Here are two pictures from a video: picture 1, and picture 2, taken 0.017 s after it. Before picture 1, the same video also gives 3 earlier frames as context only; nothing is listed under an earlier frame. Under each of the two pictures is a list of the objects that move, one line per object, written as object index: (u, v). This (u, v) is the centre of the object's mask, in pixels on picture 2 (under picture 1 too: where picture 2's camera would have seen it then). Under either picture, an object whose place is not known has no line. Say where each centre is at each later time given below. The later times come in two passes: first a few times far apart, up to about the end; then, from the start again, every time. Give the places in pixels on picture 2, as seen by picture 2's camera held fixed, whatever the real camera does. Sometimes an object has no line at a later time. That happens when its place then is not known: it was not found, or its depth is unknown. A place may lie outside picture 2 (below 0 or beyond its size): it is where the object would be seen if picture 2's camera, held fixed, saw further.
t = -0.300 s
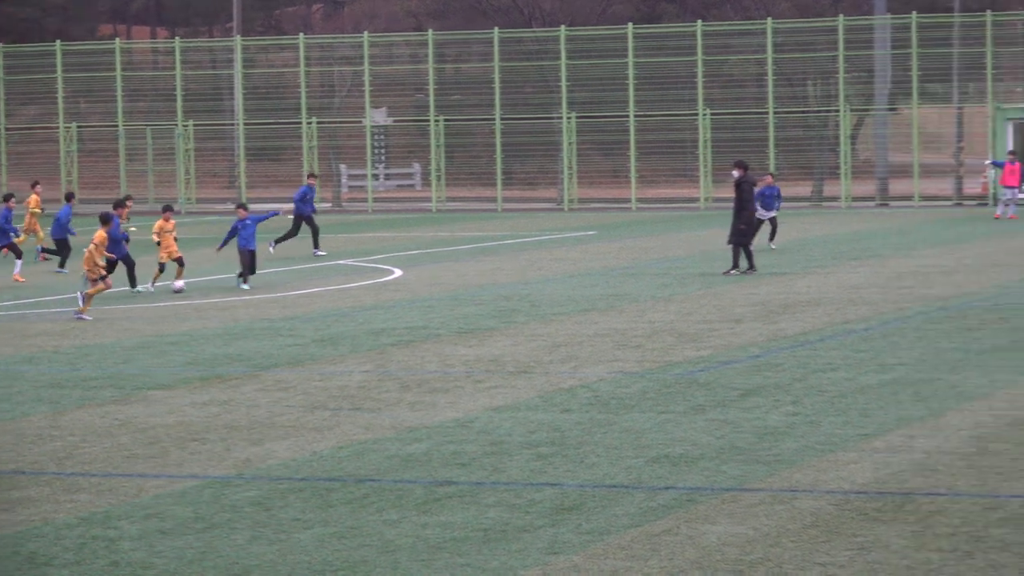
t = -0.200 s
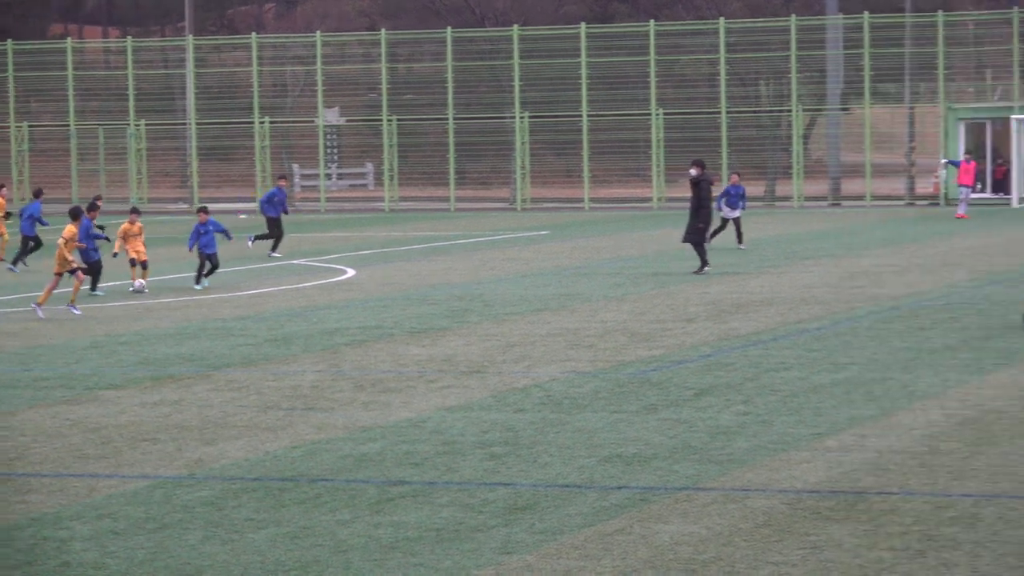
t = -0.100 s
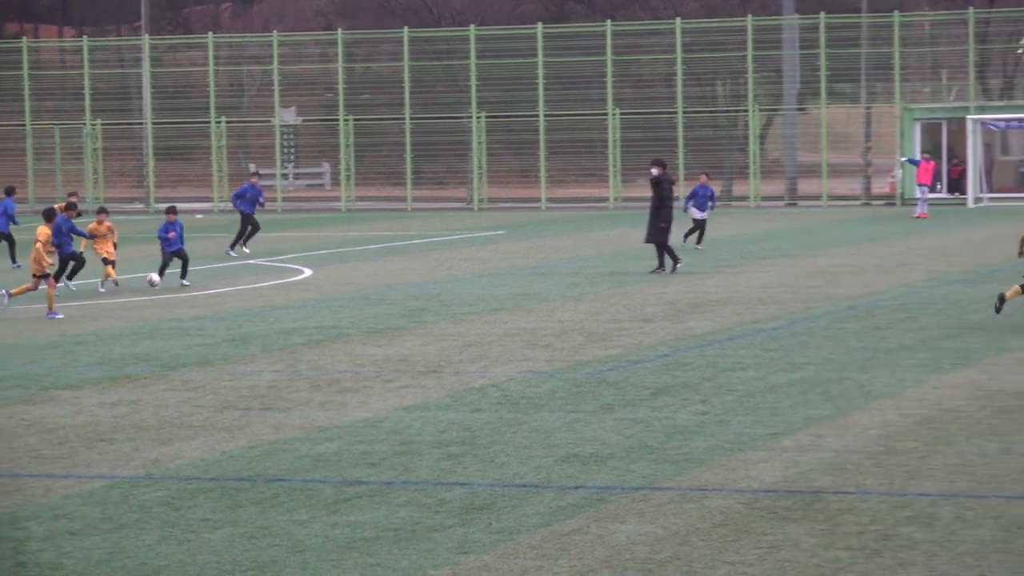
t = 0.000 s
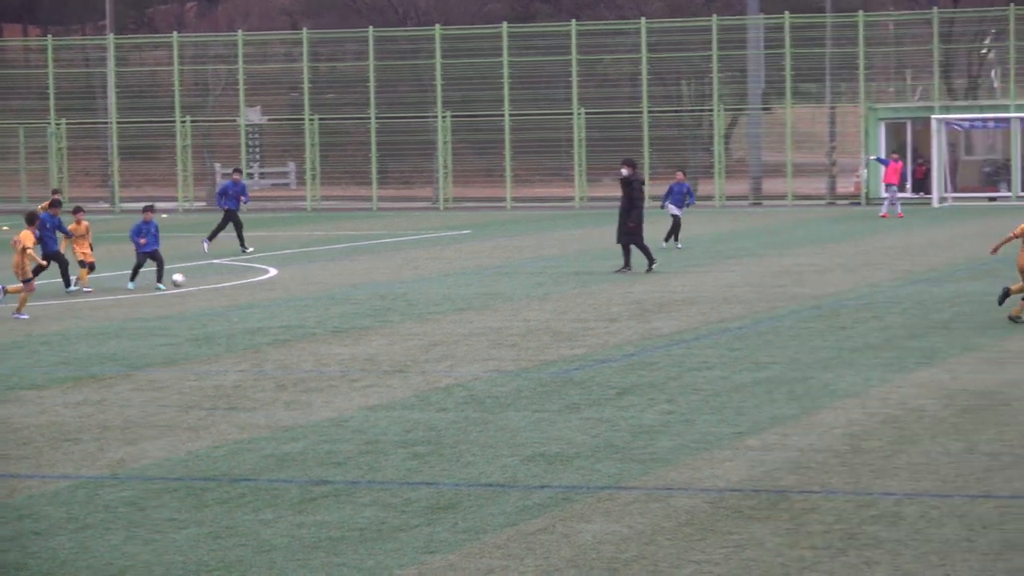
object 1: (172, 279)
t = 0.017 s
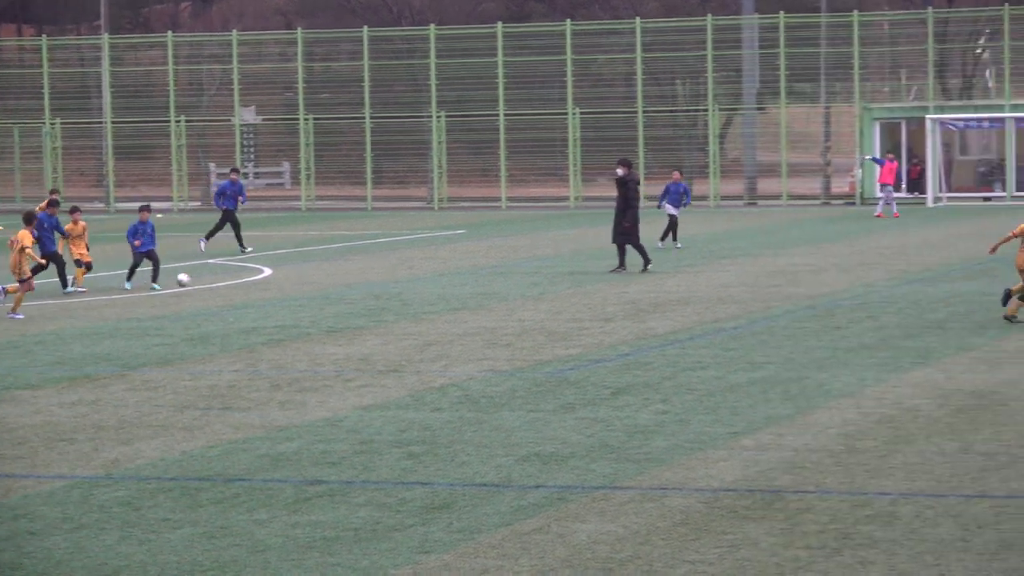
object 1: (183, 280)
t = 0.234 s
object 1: (314, 288)
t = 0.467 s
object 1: (442, 289)
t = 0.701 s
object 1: (555, 292)
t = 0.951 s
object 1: (655, 293)
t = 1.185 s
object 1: (731, 294)
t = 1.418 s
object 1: (802, 294)
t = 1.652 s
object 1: (870, 294)
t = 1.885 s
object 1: (936, 293)
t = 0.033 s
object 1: (193, 280)
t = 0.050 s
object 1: (204, 281)
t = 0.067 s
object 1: (214, 282)
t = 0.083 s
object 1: (224, 283)
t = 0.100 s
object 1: (235, 285)
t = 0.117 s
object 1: (244, 287)
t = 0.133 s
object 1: (255, 288)
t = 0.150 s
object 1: (266, 289)
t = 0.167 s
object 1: (276, 290)
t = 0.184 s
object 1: (286, 290)
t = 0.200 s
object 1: (295, 289)
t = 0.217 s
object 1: (305, 288)
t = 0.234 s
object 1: (314, 288)
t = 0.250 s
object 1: (323, 288)
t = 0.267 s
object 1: (333, 288)
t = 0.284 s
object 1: (342, 288)
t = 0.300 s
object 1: (352, 289)
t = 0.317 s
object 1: (362, 289)
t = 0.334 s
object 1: (371, 290)
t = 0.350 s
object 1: (380, 291)
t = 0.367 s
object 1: (390, 292)
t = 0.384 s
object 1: (399, 292)
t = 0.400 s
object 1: (408, 291)
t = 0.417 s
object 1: (417, 290)
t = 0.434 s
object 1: (425, 289)
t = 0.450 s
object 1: (433, 289)
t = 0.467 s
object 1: (442, 289)
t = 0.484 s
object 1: (450, 289)
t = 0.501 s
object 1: (459, 290)
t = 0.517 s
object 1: (468, 290)
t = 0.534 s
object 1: (477, 291)
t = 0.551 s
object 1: (485, 292)
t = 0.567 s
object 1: (493, 293)
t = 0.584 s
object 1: (501, 292)
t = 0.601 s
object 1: (509, 291)
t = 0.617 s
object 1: (517, 291)
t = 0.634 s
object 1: (524, 291)
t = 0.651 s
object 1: (532, 291)
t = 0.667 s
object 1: (540, 291)
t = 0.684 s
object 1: (548, 292)
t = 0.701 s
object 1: (555, 292)
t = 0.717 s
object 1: (563, 293)
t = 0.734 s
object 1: (571, 293)
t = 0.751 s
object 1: (577, 293)
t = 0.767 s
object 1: (585, 293)
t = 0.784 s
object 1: (591, 292)
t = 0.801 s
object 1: (598, 292)
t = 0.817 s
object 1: (605, 292)
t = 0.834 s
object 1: (612, 292)
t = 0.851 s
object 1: (619, 293)
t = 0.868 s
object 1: (625, 294)
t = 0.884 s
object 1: (631, 294)
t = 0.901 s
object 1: (637, 294)
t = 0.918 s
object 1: (644, 294)
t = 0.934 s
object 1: (650, 294)
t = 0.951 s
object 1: (655, 293)
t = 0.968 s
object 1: (661, 293)
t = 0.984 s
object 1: (667, 293)
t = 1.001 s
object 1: (672, 294)
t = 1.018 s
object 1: (678, 294)
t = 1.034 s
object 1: (683, 294)
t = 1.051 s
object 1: (689, 294)
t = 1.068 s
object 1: (694, 294)
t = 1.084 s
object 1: (699, 293)
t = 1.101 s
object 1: (704, 293)
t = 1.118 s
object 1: (710, 293)
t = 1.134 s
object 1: (715, 293)
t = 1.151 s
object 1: (720, 293)
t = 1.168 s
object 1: (726, 294)
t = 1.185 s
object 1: (731, 294)
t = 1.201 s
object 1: (736, 293)
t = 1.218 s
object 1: (741, 293)
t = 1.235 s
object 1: (747, 293)
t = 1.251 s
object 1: (751, 293)
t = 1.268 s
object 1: (757, 293)
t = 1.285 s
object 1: (762, 293)
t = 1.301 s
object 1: (767, 294)
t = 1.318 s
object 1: (772, 294)
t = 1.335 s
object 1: (777, 294)
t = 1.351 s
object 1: (782, 293)
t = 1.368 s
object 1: (787, 293)
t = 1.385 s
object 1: (792, 293)
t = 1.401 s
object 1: (797, 293)
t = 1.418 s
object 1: (802, 294)
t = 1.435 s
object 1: (807, 294)
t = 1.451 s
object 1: (812, 293)
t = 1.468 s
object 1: (817, 293)
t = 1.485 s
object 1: (821, 293)
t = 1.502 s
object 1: (827, 293)
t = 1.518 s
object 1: (831, 293)
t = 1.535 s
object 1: (836, 293)
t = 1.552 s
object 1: (841, 293)
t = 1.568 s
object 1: (846, 294)
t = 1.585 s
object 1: (851, 293)
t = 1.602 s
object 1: (855, 293)
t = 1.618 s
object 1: (860, 293)
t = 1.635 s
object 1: (865, 294)
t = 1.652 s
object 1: (870, 294)
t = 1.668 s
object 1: (875, 293)
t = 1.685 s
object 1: (880, 293)
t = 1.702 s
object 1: (884, 293)
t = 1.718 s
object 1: (889, 293)
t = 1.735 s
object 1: (894, 293)
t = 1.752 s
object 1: (899, 293)
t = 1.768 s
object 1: (903, 293)
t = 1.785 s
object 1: (908, 293)
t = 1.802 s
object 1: (913, 293)
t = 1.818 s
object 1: (917, 293)
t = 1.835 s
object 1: (923, 293)
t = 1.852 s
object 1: (927, 293)
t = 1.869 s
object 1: (931, 293)
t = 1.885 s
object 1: (936, 293)
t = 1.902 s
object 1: (941, 293)
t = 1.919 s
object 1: (945, 293)
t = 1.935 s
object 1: (950, 293)
